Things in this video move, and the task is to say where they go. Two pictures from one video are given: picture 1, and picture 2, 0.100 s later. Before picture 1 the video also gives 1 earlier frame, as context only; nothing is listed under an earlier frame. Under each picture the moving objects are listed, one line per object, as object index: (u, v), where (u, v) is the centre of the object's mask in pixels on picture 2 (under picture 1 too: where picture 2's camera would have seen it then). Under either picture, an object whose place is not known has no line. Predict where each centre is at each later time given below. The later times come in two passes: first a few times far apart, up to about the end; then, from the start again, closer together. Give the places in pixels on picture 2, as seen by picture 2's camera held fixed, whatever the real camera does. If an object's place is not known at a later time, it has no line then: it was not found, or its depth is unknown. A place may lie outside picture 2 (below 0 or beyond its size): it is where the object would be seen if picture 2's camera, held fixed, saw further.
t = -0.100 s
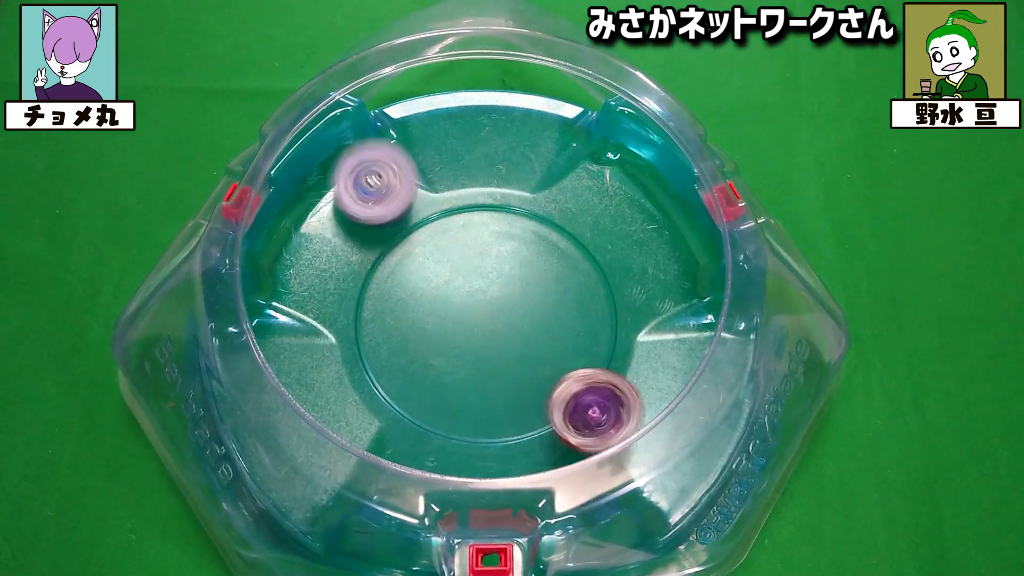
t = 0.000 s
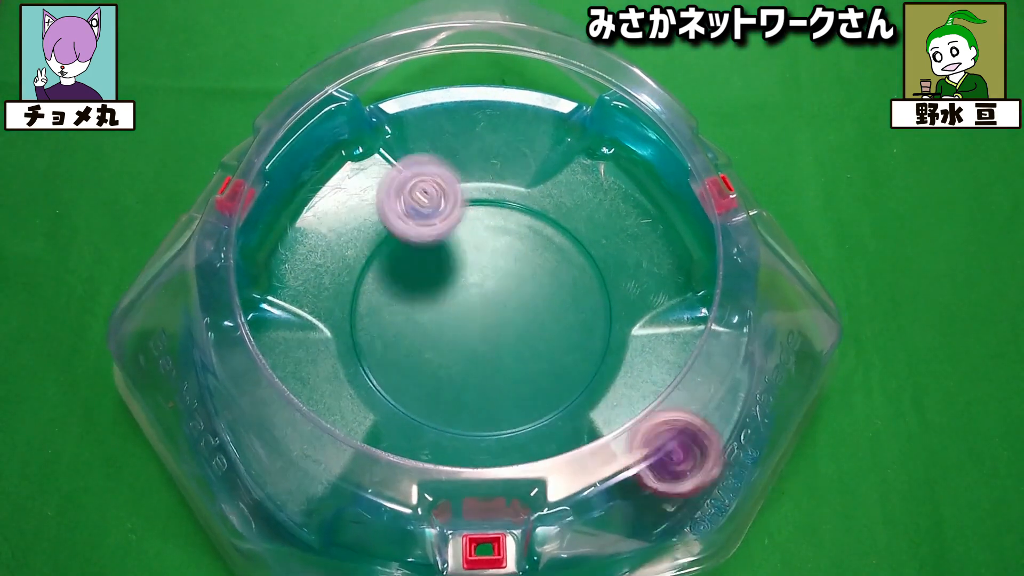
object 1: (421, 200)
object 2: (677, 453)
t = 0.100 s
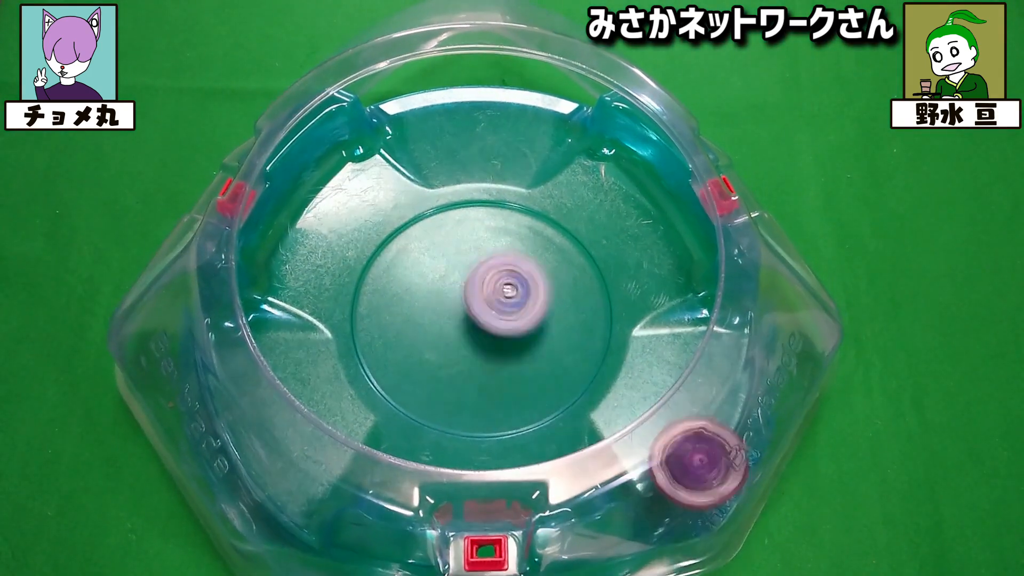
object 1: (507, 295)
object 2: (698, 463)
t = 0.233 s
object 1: (575, 348)
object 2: (673, 437)
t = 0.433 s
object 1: (529, 368)
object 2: (616, 424)
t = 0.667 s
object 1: (413, 347)
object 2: (608, 410)
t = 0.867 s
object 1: (365, 292)
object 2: (600, 398)
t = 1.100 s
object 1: (425, 230)
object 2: (544, 313)
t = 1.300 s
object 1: (427, 195)
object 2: (591, 332)
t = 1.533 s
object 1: (471, 243)
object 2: (554, 319)
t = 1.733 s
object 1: (471, 262)
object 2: (540, 334)
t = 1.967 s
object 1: (465, 277)
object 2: (542, 323)
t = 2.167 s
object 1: (459, 290)
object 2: (547, 319)
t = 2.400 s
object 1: (444, 305)
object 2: (546, 326)
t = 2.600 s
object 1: (437, 315)
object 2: (525, 332)
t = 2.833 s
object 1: (423, 316)
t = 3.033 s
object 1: (416, 313)
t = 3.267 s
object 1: (417, 308)
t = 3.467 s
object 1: (424, 301)
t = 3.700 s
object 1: (384, 296)
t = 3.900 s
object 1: (401, 290)
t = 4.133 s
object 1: (346, 301)
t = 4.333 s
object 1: (382, 294)
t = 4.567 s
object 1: (435, 303)
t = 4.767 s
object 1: (405, 301)
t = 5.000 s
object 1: (422, 298)
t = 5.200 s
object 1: (392, 256)
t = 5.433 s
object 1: (455, 250)
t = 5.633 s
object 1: (496, 265)
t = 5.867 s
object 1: (509, 265)
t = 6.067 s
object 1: (517, 263)
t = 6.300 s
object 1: (519, 263)
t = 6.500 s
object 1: (518, 262)
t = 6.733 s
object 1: (518, 265)
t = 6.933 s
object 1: (518, 270)
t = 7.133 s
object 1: (547, 252)
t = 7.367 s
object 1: (551, 261)
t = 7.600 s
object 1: (546, 276)
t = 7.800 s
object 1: (555, 278)
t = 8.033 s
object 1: (547, 291)
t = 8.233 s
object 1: (541, 297)
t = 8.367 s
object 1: (536, 304)
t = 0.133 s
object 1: (528, 307)
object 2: (696, 456)
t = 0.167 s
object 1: (547, 326)
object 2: (688, 447)
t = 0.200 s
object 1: (563, 336)
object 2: (683, 443)
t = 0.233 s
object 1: (575, 348)
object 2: (673, 437)
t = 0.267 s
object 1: (580, 356)
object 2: (664, 436)
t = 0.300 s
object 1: (581, 362)
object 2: (655, 434)
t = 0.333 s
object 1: (573, 366)
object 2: (645, 434)
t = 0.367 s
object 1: (561, 368)
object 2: (635, 433)
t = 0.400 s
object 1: (547, 367)
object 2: (620, 425)
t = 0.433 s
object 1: (529, 368)
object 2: (616, 424)
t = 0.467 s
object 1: (512, 366)
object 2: (613, 423)
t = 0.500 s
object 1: (497, 364)
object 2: (622, 421)
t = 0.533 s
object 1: (478, 364)
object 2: (625, 424)
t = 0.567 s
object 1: (461, 361)
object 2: (628, 420)
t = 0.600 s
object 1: (445, 357)
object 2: (625, 419)
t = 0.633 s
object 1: (428, 352)
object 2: (621, 412)
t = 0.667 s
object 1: (413, 347)
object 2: (608, 410)
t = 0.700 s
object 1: (400, 341)
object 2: (606, 409)
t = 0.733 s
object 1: (387, 332)
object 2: (601, 409)
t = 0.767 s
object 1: (379, 323)
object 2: (601, 407)
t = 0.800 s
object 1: (371, 314)
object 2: (599, 405)
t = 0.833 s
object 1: (367, 302)
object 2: (601, 402)
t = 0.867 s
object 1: (365, 292)
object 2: (600, 398)
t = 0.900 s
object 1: (365, 281)
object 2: (601, 394)
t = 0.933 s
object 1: (372, 272)
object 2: (597, 389)
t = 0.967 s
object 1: (377, 263)
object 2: (592, 380)
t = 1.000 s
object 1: (386, 252)
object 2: (581, 368)
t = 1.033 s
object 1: (397, 244)
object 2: (571, 351)
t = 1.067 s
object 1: (409, 236)
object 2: (557, 333)
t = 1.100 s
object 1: (425, 230)
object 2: (544, 313)
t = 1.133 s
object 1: (443, 227)
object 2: (529, 295)
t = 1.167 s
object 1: (453, 221)
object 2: (519, 285)
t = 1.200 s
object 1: (440, 202)
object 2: (542, 300)
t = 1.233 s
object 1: (433, 193)
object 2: (562, 312)
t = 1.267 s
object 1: (428, 192)
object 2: (580, 324)
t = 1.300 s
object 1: (427, 195)
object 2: (591, 332)
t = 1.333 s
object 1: (428, 199)
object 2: (600, 336)
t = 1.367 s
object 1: (431, 204)
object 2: (600, 339)
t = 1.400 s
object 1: (435, 212)
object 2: (596, 338)
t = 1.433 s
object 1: (443, 220)
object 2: (589, 337)
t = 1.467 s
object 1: (452, 228)
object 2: (577, 331)
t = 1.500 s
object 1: (461, 234)
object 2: (567, 325)
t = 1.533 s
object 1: (471, 243)
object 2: (554, 319)
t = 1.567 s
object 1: (480, 252)
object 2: (544, 312)
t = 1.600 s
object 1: (480, 254)
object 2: (541, 318)
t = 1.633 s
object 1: (475, 254)
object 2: (543, 325)
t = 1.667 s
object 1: (473, 256)
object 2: (545, 331)
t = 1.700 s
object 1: (472, 259)
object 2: (542, 334)
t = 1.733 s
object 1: (471, 262)
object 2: (540, 334)
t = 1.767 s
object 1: (471, 265)
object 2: (537, 333)
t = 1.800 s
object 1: (473, 268)
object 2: (532, 328)
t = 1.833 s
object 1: (470, 271)
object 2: (534, 327)
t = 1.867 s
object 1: (469, 272)
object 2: (535, 327)
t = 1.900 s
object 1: (469, 273)
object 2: (537, 325)
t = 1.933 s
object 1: (468, 276)
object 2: (539, 323)
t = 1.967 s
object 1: (465, 277)
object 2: (542, 323)
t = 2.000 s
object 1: (462, 278)
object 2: (546, 322)
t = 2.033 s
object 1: (461, 279)
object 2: (549, 323)
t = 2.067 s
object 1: (460, 282)
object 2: (549, 321)
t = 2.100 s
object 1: (460, 284)
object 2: (550, 320)
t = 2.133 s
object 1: (459, 286)
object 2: (549, 320)
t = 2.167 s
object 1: (459, 290)
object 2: (547, 319)
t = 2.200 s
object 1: (459, 293)
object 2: (545, 318)
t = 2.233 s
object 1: (458, 296)
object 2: (543, 318)
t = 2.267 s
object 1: (453, 298)
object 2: (546, 319)
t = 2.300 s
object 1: (450, 299)
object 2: (549, 320)
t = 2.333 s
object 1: (448, 301)
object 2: (550, 322)
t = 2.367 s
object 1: (446, 303)
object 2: (548, 324)
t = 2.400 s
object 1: (444, 305)
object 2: (546, 326)
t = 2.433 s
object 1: (444, 307)
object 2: (542, 328)
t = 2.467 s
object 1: (444, 309)
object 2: (536, 329)
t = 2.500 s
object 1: (443, 311)
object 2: (531, 330)
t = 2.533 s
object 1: (440, 312)
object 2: (528, 331)
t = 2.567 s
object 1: (438, 314)
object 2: (527, 331)
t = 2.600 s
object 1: (437, 315)
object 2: (525, 332)
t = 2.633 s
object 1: (433, 316)
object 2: (525, 332)
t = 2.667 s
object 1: (431, 316)
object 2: (526, 332)
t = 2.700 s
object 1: (430, 317)
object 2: (525, 332)
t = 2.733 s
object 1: (430, 317)
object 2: (523, 333)
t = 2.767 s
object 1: (429, 317)
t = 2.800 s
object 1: (425, 317)
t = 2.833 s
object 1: (423, 316)
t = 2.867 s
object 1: (422, 316)
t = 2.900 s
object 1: (422, 316)
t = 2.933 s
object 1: (423, 315)
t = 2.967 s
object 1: (421, 315)
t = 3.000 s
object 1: (417, 314)
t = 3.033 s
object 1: (416, 313)
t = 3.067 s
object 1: (416, 312)
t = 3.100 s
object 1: (416, 312)
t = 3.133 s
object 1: (417, 311)
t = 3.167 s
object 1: (417, 310)
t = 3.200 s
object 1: (417, 310)
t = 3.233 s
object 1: (417, 309)
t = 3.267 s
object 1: (417, 308)
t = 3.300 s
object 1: (418, 307)
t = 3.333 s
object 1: (419, 305)
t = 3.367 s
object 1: (418, 304)
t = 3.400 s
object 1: (419, 303)
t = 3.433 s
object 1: (421, 302)
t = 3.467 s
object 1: (424, 301)
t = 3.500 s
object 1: (425, 301)
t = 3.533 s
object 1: (407, 302)
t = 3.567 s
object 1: (394, 302)
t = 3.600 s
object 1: (387, 301)
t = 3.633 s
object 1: (385, 299)
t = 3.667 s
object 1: (384, 297)
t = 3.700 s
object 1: (384, 296)
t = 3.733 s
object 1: (385, 295)
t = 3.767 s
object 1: (387, 294)
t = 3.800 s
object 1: (390, 293)
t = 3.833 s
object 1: (393, 292)
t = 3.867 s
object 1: (396, 291)
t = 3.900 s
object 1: (401, 290)
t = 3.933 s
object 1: (405, 290)
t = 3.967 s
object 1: (411, 290)
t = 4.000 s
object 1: (415, 291)
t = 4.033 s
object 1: (384, 294)
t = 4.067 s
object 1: (359, 297)
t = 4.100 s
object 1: (349, 300)
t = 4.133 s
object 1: (346, 301)
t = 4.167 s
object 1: (348, 301)
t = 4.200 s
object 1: (352, 299)
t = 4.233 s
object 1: (357, 297)
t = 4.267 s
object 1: (366, 296)
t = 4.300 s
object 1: (375, 295)
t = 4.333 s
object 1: (382, 294)
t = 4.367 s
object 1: (388, 294)
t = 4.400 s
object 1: (393, 295)
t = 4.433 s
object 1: (401, 296)
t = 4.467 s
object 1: (409, 297)
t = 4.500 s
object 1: (416, 298)
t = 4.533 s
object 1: (425, 300)
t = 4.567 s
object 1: (435, 303)
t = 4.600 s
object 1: (424, 305)
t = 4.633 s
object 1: (412, 304)
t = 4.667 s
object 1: (405, 304)
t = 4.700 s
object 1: (404, 303)
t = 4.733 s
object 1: (405, 302)
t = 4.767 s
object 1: (405, 301)
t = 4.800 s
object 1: (407, 300)
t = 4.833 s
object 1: (409, 300)
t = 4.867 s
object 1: (411, 299)
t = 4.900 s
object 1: (413, 299)
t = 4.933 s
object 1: (416, 299)
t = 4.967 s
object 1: (419, 298)
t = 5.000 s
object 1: (422, 298)
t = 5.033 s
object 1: (426, 297)
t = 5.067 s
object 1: (430, 297)
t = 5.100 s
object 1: (420, 287)
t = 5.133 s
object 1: (403, 272)
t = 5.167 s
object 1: (394, 263)
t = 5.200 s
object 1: (392, 256)
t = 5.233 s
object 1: (395, 253)
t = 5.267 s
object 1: (402, 250)
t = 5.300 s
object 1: (408, 248)
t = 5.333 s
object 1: (418, 247)
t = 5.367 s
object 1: (428, 245)
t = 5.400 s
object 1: (440, 247)
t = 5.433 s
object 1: (455, 250)
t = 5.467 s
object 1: (468, 256)
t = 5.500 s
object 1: (484, 267)
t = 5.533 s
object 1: (487, 265)
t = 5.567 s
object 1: (489, 262)
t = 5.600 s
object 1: (492, 263)
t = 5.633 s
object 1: (496, 265)
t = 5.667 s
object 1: (497, 265)
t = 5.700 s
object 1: (499, 266)
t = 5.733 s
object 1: (502, 267)
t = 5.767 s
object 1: (504, 269)
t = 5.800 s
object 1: (506, 269)
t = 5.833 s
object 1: (507, 266)
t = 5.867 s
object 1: (509, 265)
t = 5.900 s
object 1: (512, 266)
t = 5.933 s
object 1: (512, 266)
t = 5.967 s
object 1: (513, 266)
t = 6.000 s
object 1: (514, 264)
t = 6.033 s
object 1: (515, 263)
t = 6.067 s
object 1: (517, 263)
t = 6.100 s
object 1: (518, 263)
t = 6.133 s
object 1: (518, 263)
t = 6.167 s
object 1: (518, 264)
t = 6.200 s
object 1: (519, 264)
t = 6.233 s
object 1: (518, 265)
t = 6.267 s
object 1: (519, 262)
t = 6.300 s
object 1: (519, 263)
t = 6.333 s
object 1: (520, 264)
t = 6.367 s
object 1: (520, 263)
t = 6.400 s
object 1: (519, 264)
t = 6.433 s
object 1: (519, 264)
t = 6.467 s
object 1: (519, 262)
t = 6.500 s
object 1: (518, 262)
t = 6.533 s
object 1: (519, 264)
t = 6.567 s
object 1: (519, 264)
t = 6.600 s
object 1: (518, 264)
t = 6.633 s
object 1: (517, 265)
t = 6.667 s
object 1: (519, 263)
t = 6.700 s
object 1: (518, 263)
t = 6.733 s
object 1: (518, 265)
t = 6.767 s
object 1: (517, 267)
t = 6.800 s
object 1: (516, 268)
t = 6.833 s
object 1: (518, 267)
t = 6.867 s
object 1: (519, 267)
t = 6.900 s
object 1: (518, 268)
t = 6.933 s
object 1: (518, 270)
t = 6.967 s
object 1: (518, 271)
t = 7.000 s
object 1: (518, 271)
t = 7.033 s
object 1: (529, 261)
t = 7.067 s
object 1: (538, 254)
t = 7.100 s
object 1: (544, 252)
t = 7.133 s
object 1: (547, 252)
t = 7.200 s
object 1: (550, 254)
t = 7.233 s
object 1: (550, 254)
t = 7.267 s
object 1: (551, 256)
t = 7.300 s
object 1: (551, 257)
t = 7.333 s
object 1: (552, 259)
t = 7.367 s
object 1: (551, 261)
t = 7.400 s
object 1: (550, 264)
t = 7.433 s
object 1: (550, 265)
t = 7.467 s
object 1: (548, 269)
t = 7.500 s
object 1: (547, 273)
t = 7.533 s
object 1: (543, 278)
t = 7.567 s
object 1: (539, 281)
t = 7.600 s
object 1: (546, 276)
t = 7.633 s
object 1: (552, 273)
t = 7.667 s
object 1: (554, 272)
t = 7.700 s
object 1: (555, 274)
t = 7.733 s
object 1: (555, 276)
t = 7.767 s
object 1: (555, 278)
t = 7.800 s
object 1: (555, 278)
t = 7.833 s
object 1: (554, 280)
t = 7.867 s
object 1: (553, 283)
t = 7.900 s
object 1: (552, 285)
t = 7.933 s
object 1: (550, 287)
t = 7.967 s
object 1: (548, 290)
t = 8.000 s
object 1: (544, 293)
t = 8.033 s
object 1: (547, 291)
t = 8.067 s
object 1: (546, 290)
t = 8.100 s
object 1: (543, 293)
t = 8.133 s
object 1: (543, 295)
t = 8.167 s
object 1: (541, 297)
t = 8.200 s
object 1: (539, 299)
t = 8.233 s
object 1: (541, 297)
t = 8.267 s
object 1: (539, 299)
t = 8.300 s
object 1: (536, 301)
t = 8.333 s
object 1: (537, 303)
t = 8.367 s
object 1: (536, 304)
